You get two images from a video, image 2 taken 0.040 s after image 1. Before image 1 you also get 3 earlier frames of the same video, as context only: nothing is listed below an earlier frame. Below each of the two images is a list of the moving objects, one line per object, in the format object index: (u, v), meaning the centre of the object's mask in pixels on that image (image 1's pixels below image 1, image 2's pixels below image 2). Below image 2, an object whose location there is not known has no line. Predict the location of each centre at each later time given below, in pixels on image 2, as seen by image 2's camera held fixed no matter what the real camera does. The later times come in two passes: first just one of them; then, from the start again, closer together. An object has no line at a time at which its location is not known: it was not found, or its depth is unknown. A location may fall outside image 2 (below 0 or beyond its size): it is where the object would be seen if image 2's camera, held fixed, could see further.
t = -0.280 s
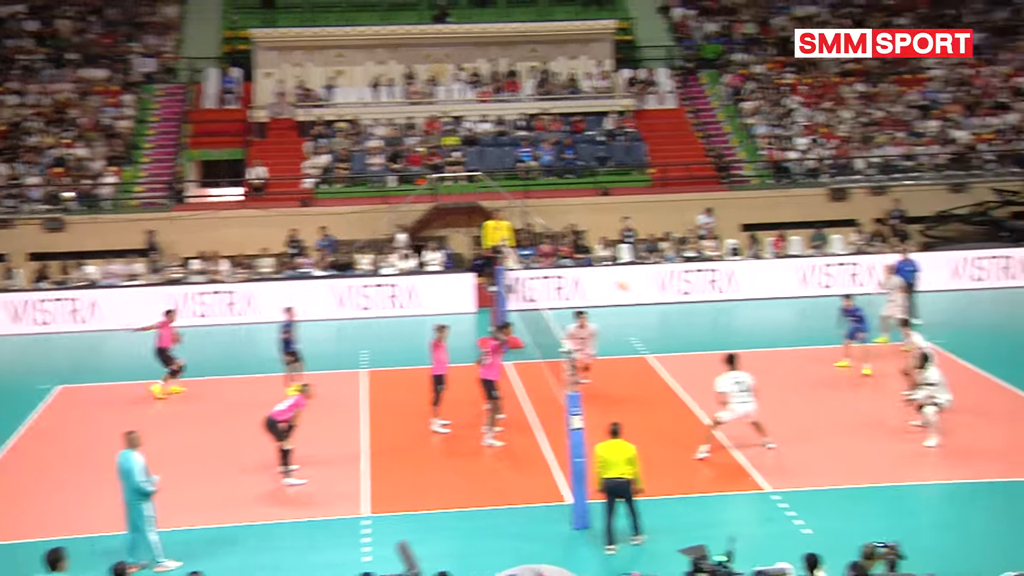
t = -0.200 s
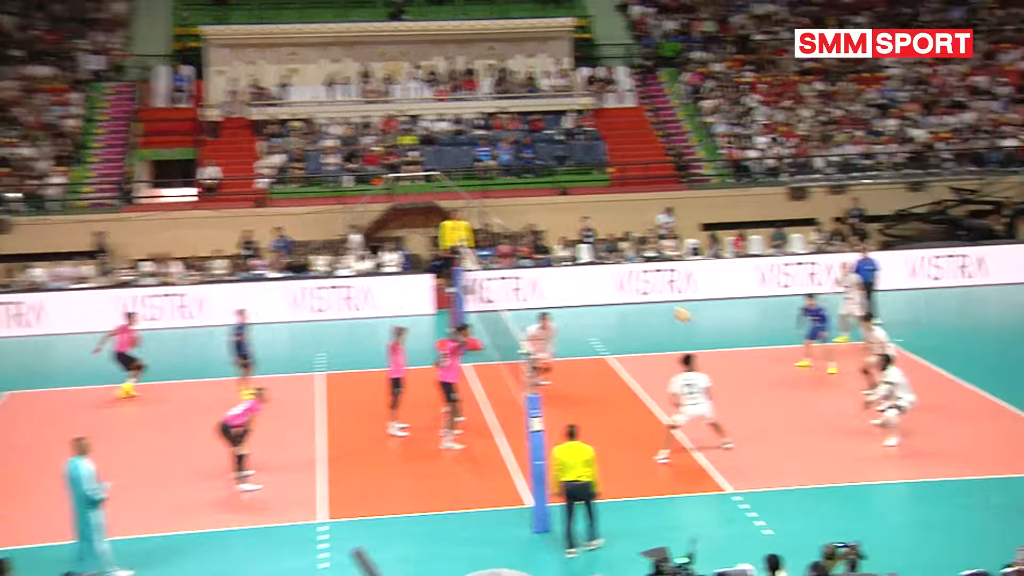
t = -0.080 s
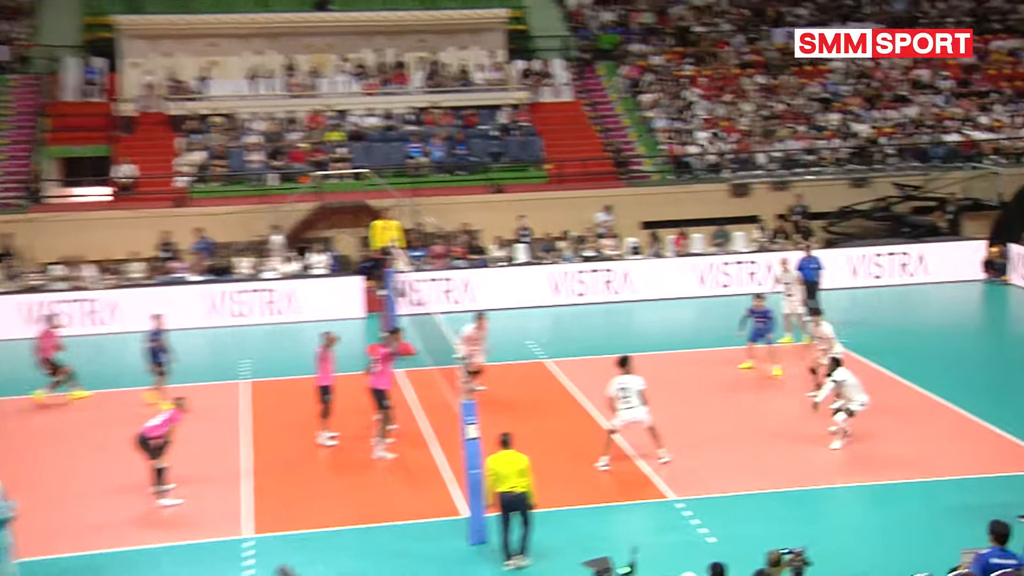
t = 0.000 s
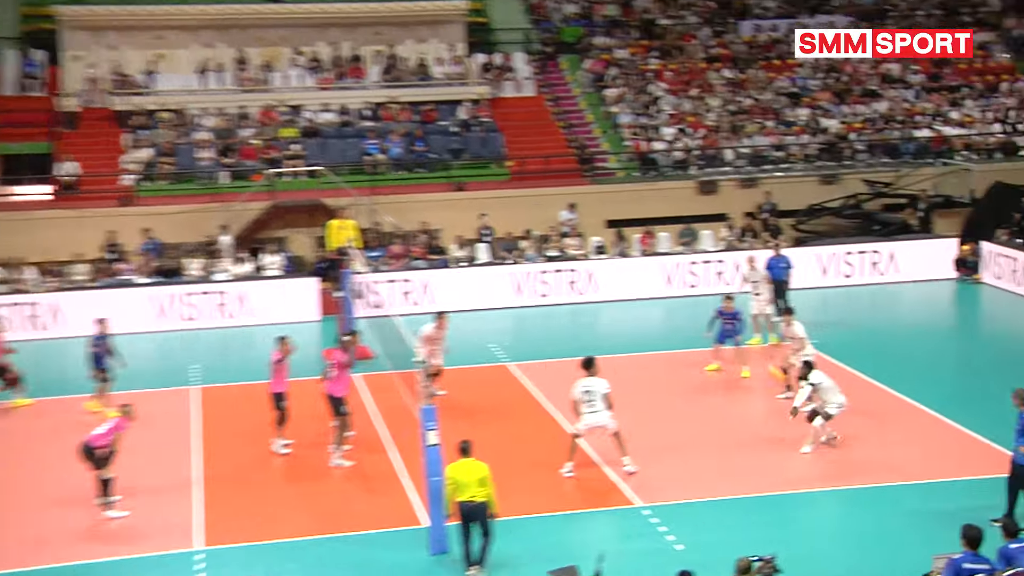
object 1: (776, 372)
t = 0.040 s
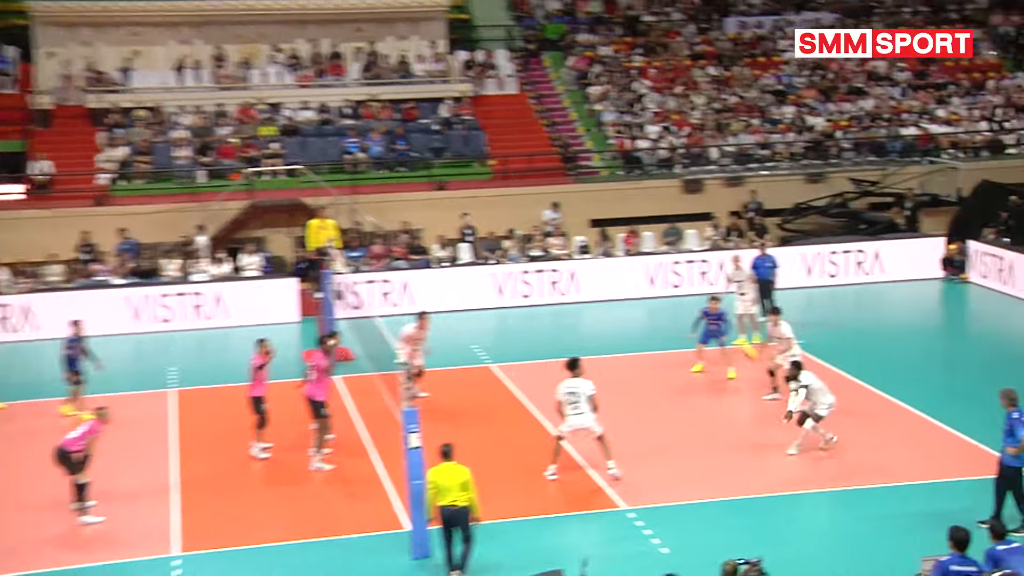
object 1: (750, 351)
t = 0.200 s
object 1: (706, 280)
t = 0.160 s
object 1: (718, 297)
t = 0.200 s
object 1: (706, 280)
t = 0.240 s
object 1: (697, 266)
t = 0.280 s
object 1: (685, 250)
